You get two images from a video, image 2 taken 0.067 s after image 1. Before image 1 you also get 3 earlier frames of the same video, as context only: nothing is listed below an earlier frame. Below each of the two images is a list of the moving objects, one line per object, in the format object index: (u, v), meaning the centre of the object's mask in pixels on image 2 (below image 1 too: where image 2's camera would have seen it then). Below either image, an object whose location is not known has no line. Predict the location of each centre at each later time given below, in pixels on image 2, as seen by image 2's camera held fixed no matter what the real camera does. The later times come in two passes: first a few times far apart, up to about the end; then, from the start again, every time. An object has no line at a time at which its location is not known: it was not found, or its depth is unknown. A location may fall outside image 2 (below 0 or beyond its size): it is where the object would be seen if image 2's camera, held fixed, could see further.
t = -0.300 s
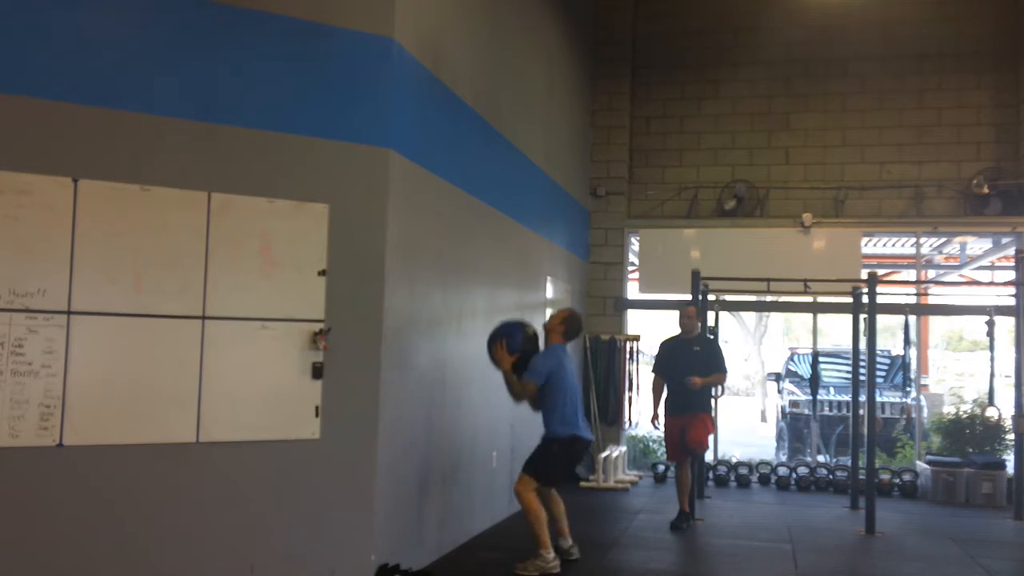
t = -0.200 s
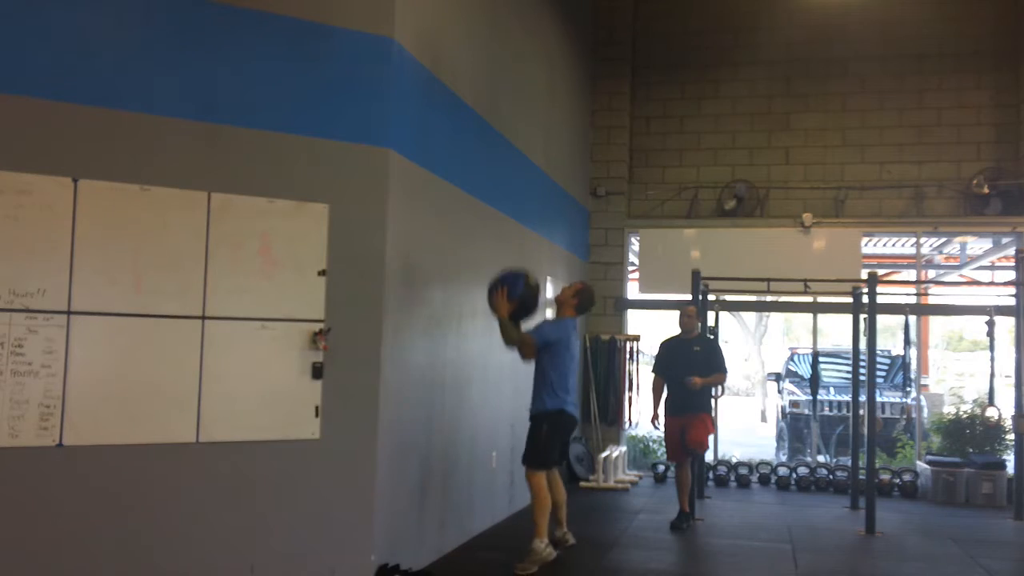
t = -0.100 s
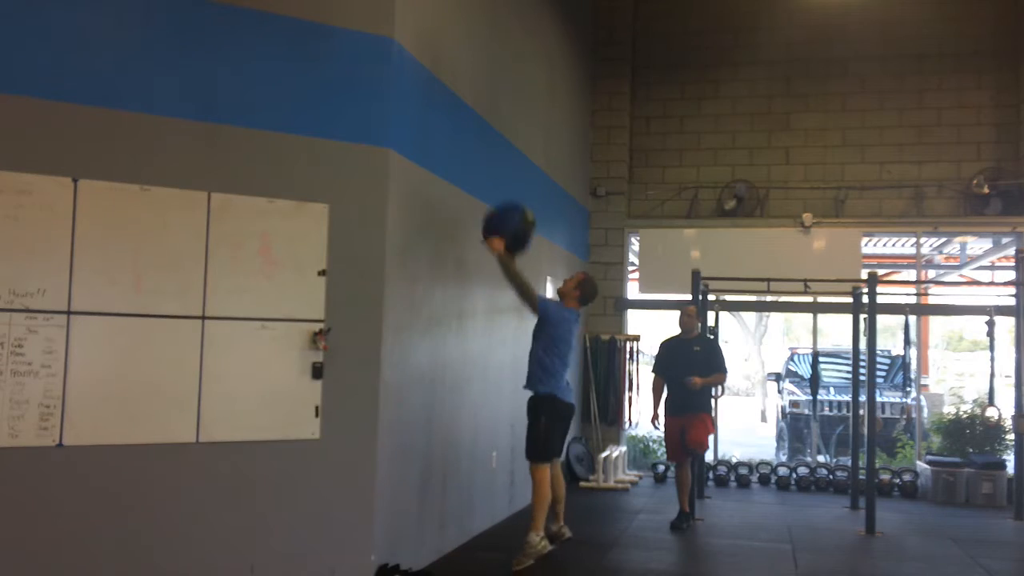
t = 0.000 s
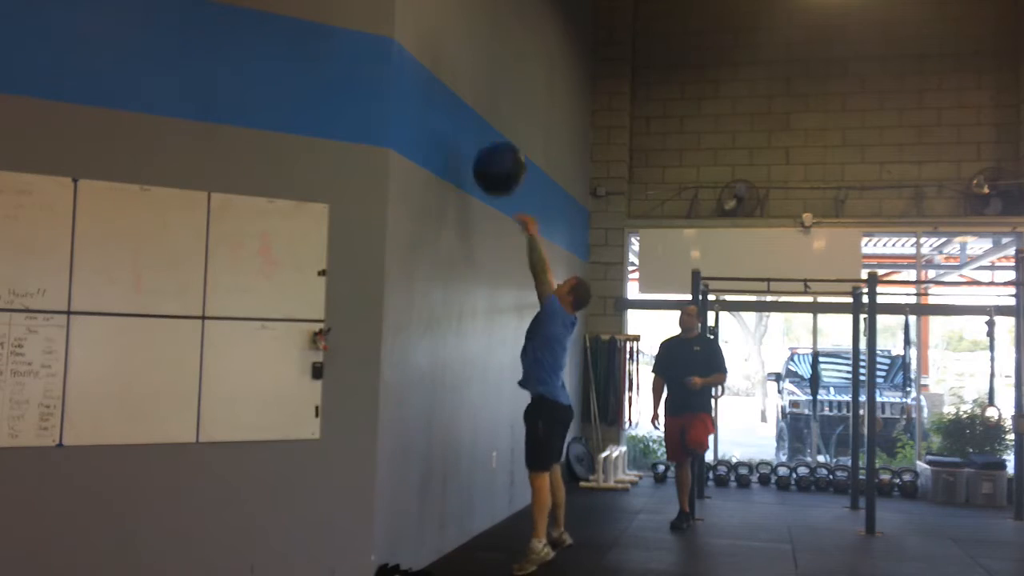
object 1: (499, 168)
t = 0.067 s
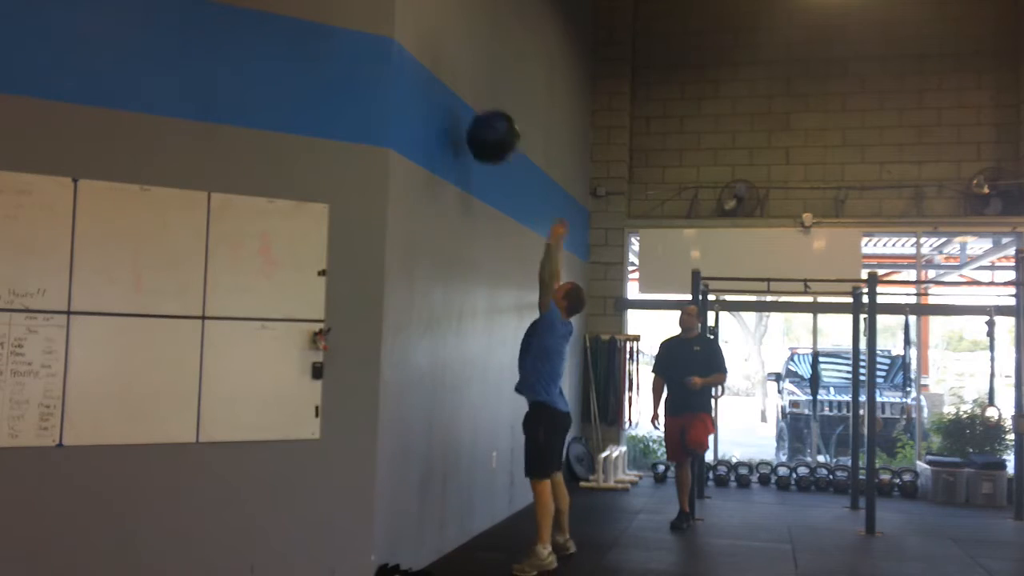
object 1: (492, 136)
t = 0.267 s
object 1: (482, 84)
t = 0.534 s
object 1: (498, 114)
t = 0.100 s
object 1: (489, 123)
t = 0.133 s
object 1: (486, 111)
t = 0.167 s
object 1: (481, 100)
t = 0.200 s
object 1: (479, 92)
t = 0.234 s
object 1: (480, 87)
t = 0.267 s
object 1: (482, 84)
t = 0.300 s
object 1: (485, 81)
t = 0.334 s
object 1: (487, 81)
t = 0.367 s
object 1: (489, 82)
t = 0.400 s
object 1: (491, 85)
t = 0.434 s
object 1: (493, 90)
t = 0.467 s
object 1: (495, 96)
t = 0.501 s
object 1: (496, 104)
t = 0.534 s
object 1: (498, 114)
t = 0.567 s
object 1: (500, 125)
